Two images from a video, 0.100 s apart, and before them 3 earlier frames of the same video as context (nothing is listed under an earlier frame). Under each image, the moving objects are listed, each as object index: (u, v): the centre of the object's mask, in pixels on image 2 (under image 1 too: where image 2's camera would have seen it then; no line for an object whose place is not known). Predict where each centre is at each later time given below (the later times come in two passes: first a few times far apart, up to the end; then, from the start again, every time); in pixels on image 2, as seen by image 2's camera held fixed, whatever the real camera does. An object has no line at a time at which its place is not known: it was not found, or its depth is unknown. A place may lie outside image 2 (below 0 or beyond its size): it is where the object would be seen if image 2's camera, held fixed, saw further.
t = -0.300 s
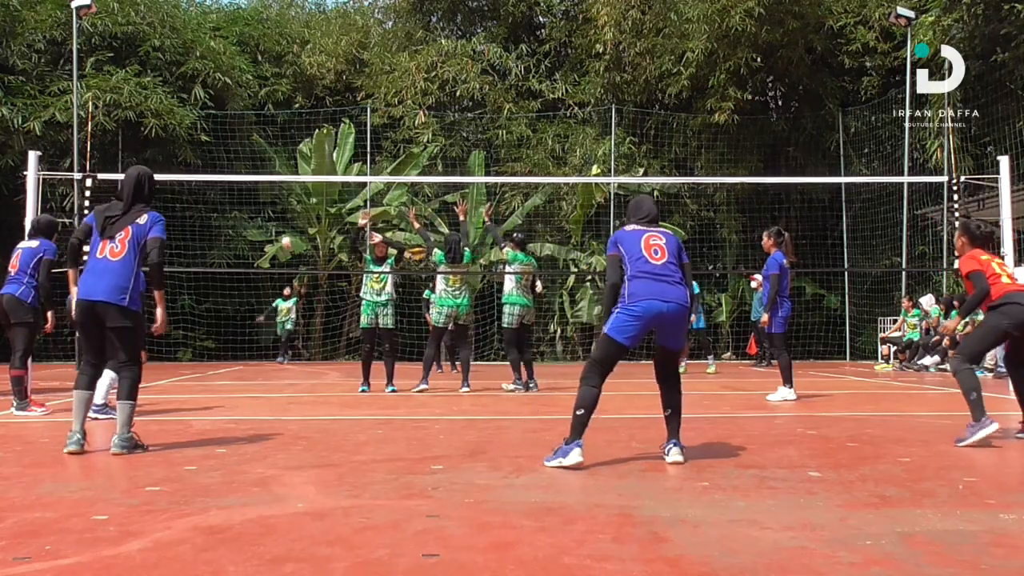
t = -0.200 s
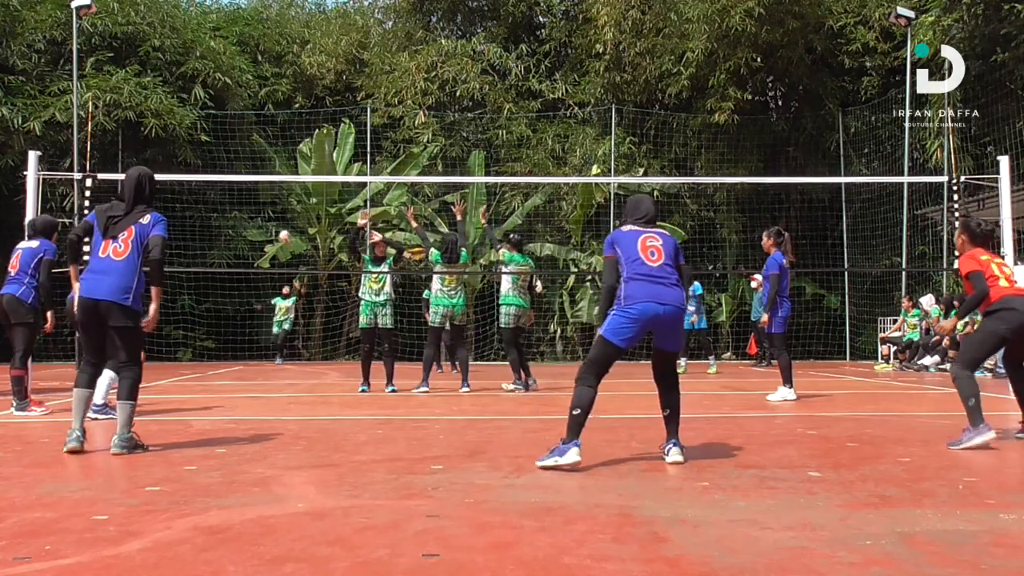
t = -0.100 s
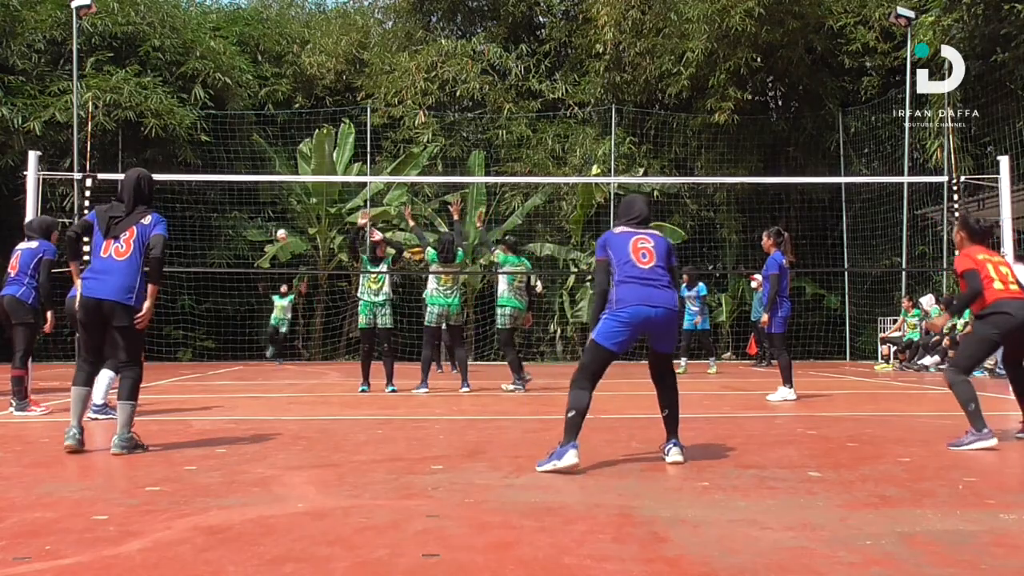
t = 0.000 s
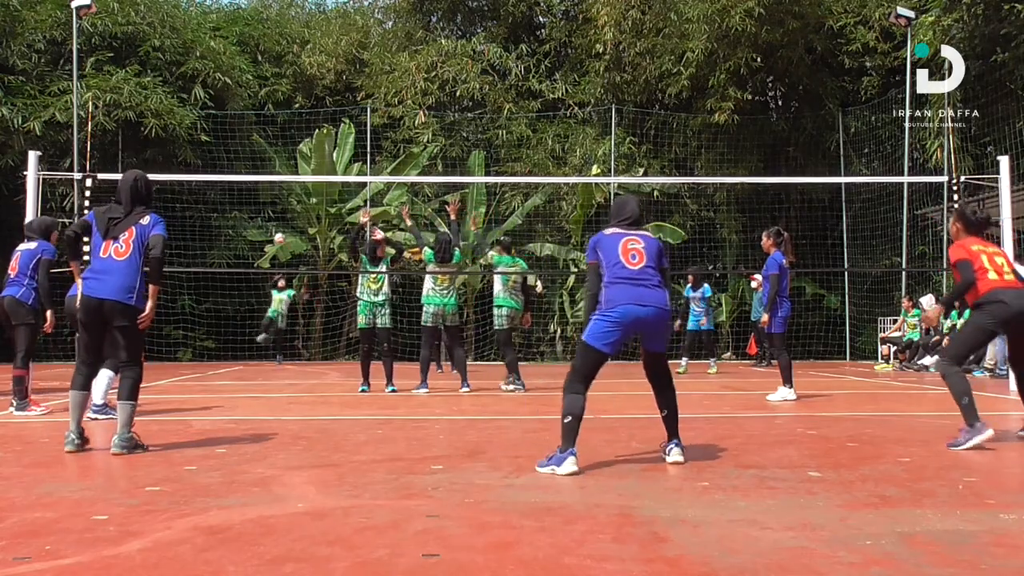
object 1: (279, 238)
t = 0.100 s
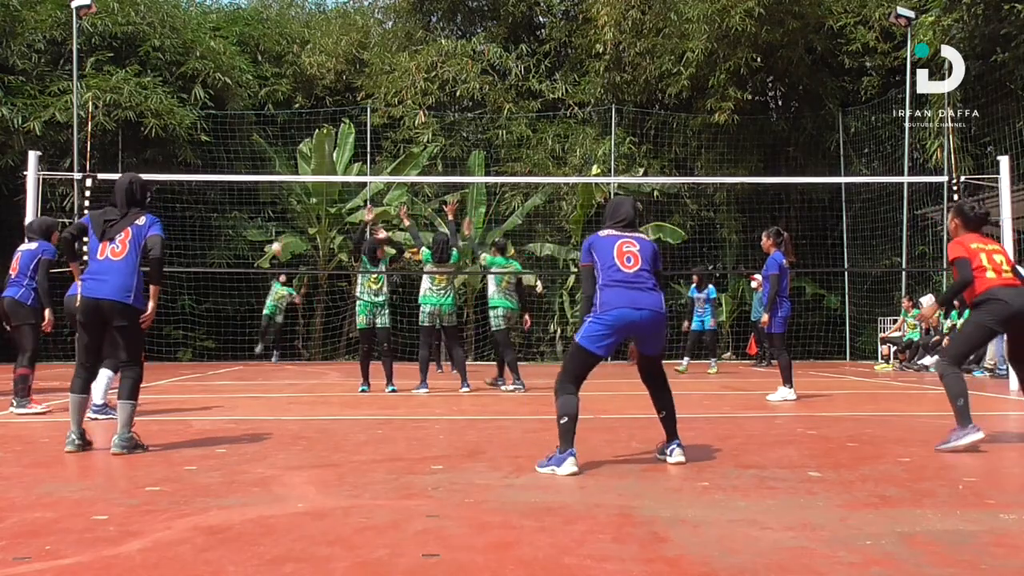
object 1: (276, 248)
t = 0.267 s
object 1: (281, 213)
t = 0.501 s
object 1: (294, 141)
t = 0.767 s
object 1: (322, 72)
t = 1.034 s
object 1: (364, 31)
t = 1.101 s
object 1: (378, 30)
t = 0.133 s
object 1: (276, 252)
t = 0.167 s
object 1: (277, 247)
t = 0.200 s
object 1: (277, 234)
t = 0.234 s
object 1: (279, 224)
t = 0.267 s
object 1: (281, 213)
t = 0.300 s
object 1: (282, 202)
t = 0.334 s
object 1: (283, 194)
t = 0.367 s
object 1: (286, 185)
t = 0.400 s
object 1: (287, 168)
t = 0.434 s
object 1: (289, 163)
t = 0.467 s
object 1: (291, 152)
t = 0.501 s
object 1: (294, 141)
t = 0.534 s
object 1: (297, 133)
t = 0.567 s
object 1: (301, 123)
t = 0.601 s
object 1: (304, 113)
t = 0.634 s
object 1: (307, 104)
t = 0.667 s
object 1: (310, 96)
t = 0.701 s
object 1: (314, 88)
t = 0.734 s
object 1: (317, 80)
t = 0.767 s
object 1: (322, 72)
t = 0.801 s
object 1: (326, 65)
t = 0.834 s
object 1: (330, 59)
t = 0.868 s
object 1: (335, 52)
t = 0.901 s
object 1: (341, 46)
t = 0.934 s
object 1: (346, 41)
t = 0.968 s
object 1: (351, 37)
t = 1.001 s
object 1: (358, 34)
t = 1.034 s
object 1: (364, 31)
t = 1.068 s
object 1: (371, 30)
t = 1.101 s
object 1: (378, 30)
